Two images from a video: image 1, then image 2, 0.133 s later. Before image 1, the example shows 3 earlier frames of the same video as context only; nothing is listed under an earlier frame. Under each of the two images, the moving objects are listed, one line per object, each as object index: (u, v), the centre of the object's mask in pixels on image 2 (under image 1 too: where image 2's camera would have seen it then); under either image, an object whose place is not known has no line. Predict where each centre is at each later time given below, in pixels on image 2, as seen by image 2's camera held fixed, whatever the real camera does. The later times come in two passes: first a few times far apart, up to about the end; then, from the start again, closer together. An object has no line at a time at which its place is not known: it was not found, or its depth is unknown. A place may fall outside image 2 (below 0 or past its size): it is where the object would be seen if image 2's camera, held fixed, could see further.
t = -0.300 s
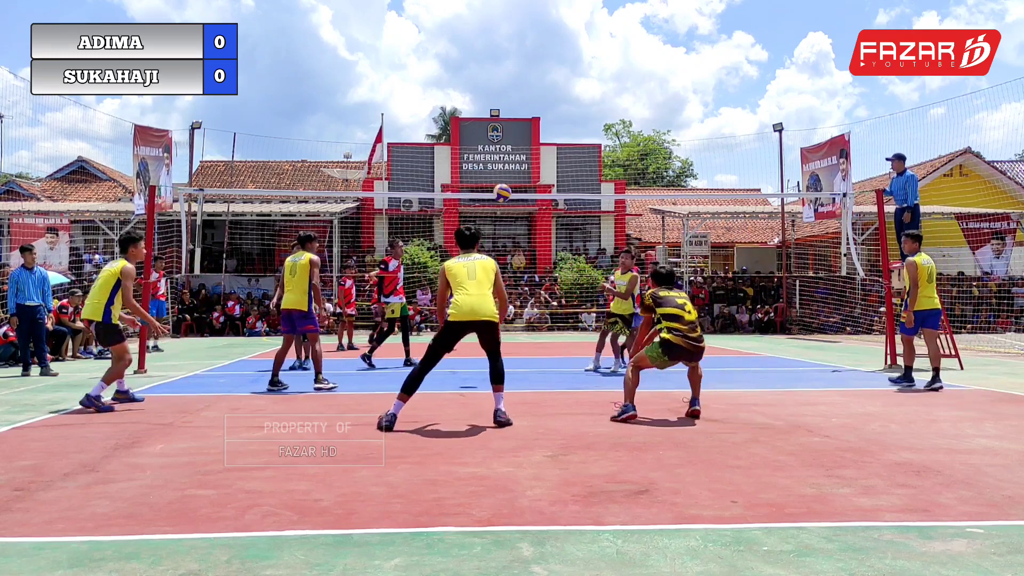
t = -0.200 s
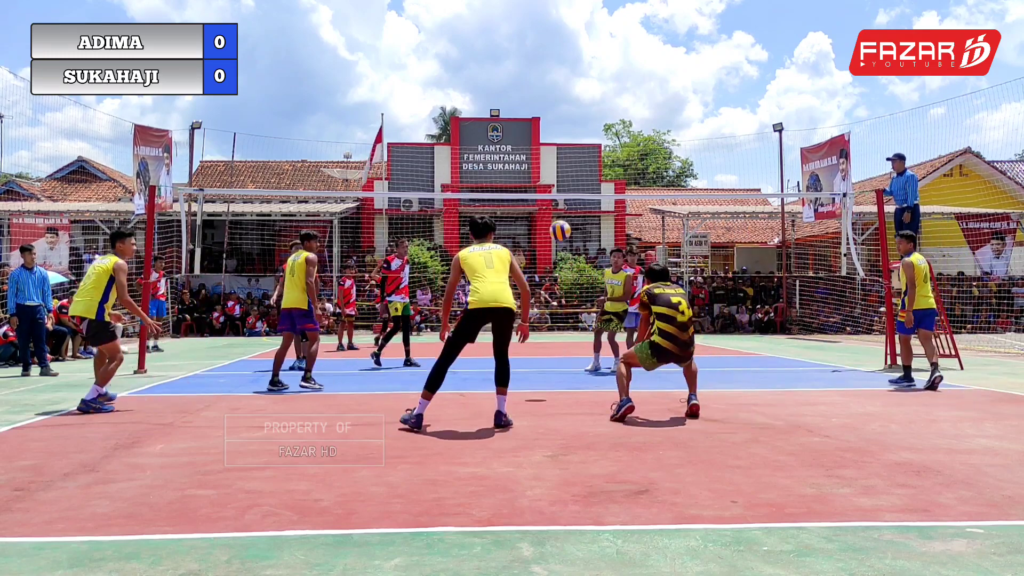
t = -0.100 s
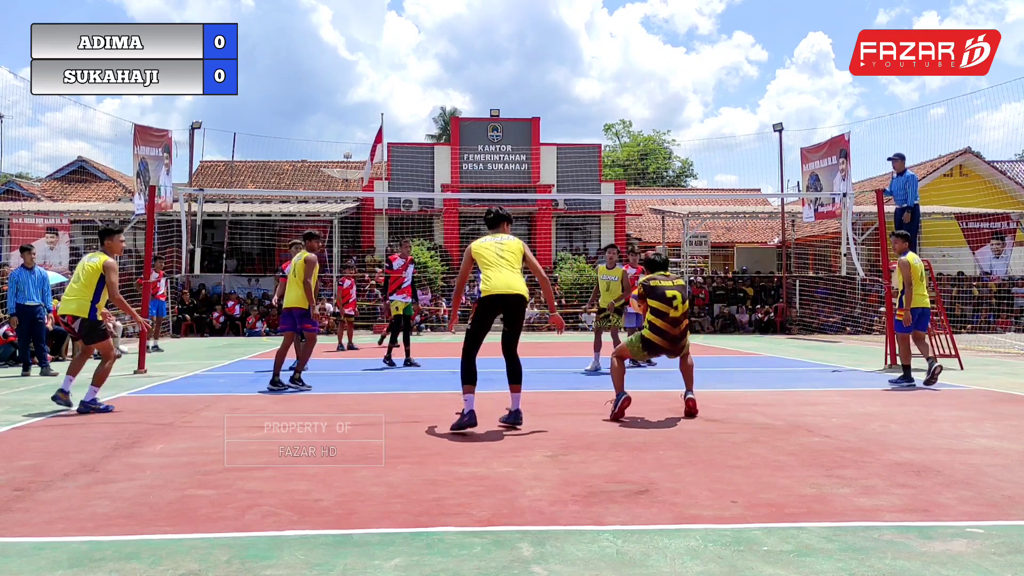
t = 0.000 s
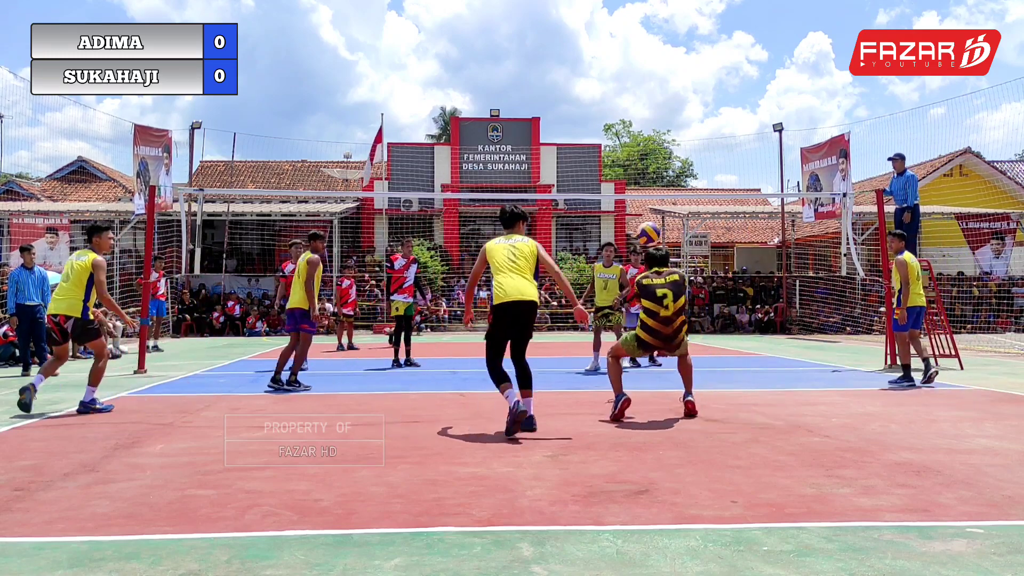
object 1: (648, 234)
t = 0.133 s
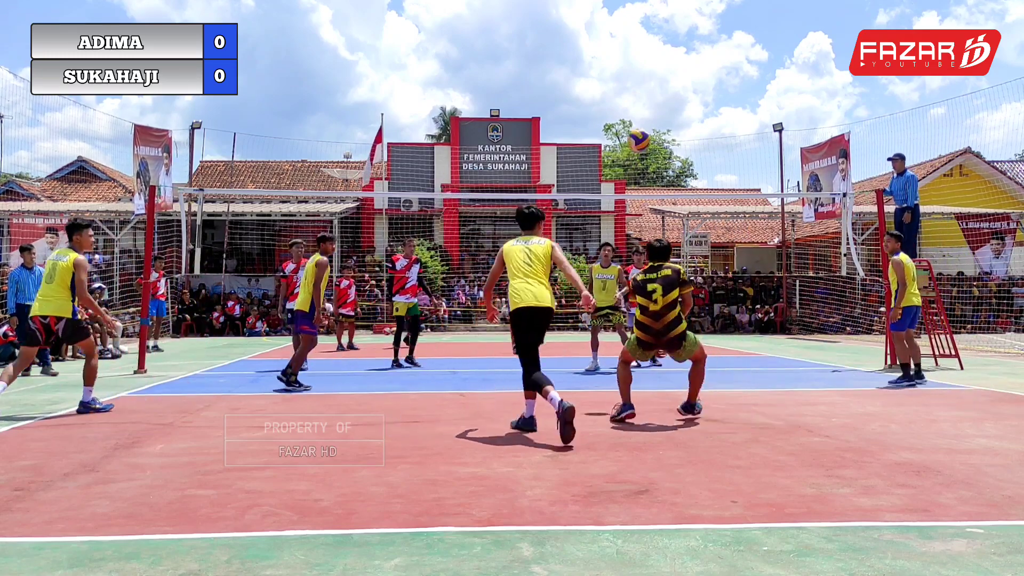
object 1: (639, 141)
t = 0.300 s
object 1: (628, 62)
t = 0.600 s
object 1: (615, 6)
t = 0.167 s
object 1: (636, 121)
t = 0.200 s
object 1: (634, 104)
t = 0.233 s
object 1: (632, 88)
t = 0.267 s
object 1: (630, 74)
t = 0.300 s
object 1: (628, 62)
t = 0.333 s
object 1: (626, 50)
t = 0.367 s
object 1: (624, 40)
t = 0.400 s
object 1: (623, 32)
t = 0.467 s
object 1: (620, 18)
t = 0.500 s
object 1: (618, 13)
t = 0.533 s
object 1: (617, 9)
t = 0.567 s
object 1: (616, 7)
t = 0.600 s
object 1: (615, 6)
